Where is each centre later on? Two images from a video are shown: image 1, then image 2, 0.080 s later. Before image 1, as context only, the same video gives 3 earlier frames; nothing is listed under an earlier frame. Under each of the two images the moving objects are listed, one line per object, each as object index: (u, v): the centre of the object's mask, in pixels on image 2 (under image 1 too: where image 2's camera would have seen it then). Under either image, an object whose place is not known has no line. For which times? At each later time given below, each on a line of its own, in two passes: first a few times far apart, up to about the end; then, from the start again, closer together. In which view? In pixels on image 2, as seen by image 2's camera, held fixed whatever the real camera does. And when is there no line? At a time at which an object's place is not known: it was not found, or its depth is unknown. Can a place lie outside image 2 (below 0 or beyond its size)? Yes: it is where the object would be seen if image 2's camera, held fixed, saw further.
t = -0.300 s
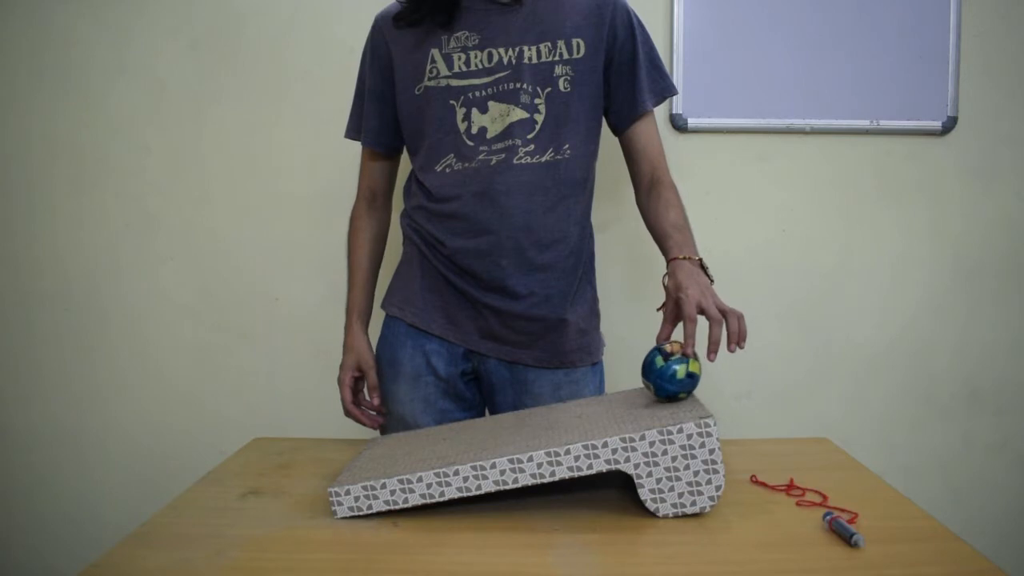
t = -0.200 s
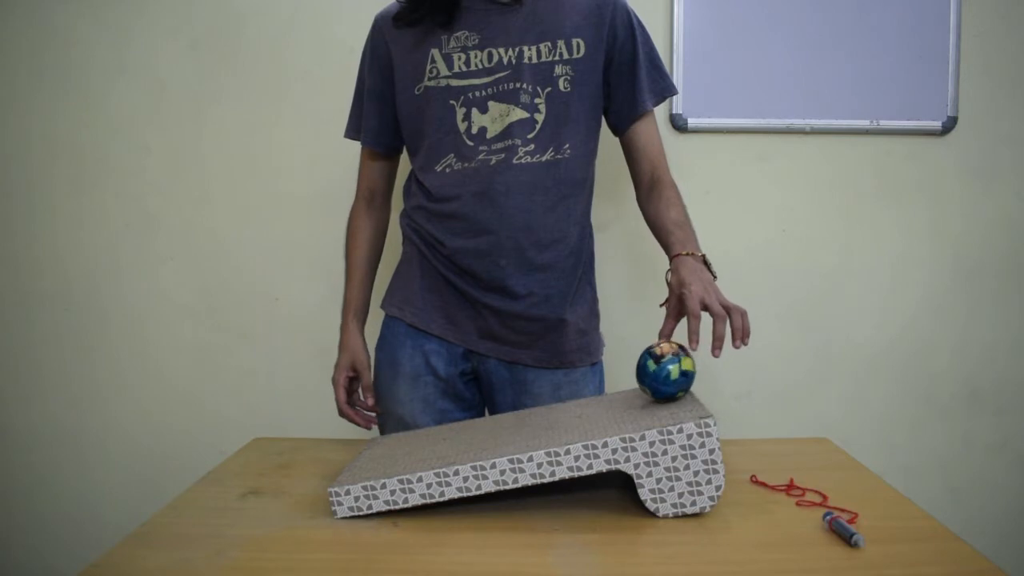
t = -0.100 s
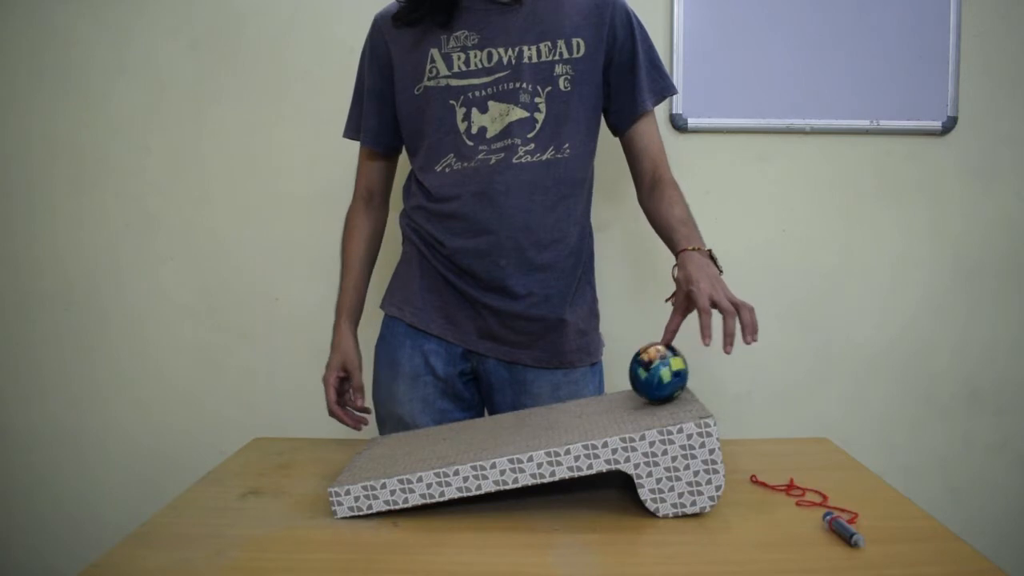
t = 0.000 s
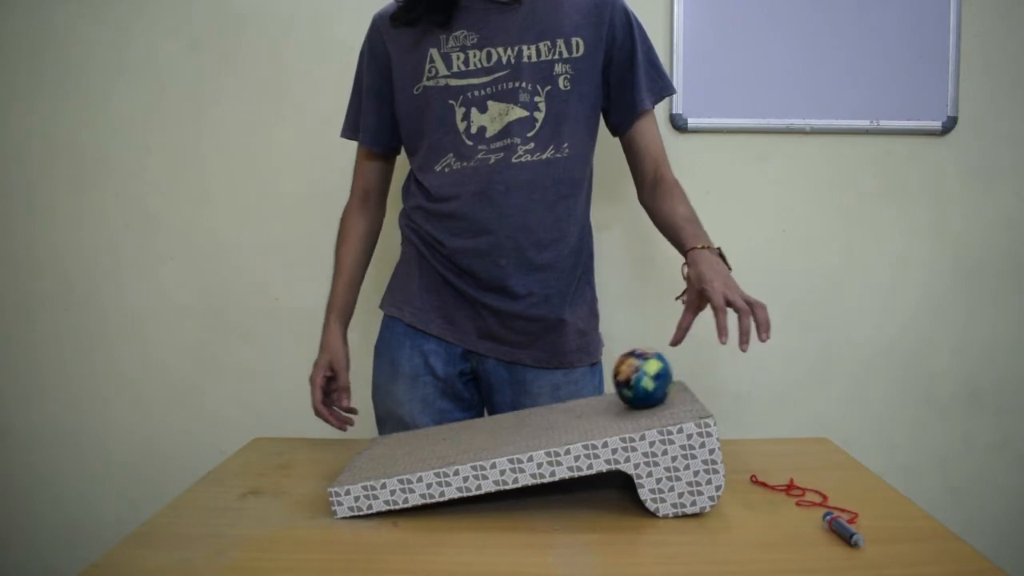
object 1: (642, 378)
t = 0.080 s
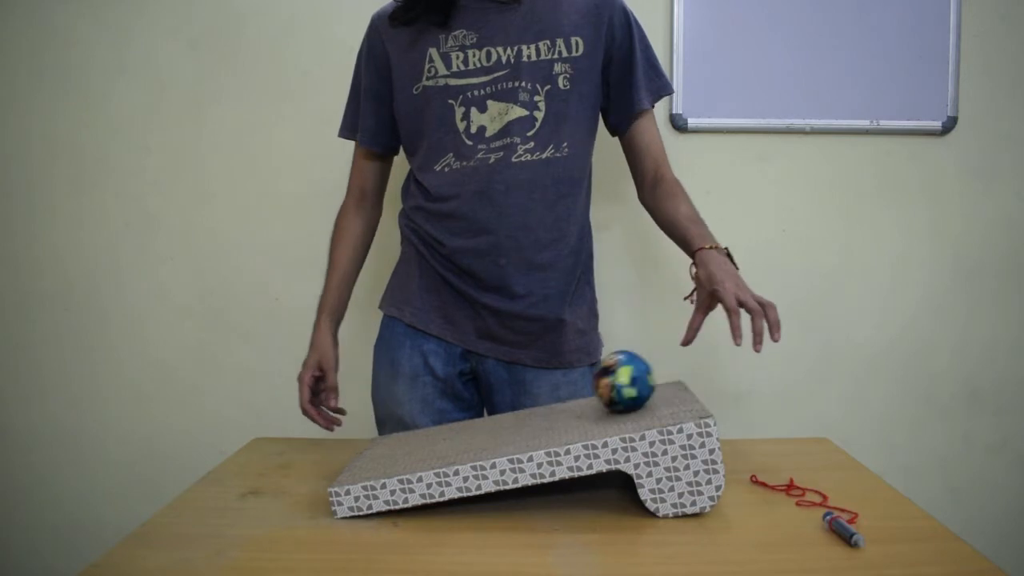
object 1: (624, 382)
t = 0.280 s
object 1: (560, 397)
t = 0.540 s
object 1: (434, 424)
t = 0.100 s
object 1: (619, 383)
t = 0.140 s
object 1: (608, 387)
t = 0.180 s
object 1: (595, 390)
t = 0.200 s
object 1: (589, 390)
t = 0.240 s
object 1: (575, 394)
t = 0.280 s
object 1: (560, 397)
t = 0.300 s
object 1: (552, 398)
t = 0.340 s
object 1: (536, 402)
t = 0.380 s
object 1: (519, 406)
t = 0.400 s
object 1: (510, 408)
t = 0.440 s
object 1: (490, 412)
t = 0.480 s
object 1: (468, 415)
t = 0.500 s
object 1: (456, 418)
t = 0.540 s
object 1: (434, 424)
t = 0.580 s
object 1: (410, 429)
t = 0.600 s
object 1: (395, 431)
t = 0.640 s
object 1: (370, 437)
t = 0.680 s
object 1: (344, 443)
